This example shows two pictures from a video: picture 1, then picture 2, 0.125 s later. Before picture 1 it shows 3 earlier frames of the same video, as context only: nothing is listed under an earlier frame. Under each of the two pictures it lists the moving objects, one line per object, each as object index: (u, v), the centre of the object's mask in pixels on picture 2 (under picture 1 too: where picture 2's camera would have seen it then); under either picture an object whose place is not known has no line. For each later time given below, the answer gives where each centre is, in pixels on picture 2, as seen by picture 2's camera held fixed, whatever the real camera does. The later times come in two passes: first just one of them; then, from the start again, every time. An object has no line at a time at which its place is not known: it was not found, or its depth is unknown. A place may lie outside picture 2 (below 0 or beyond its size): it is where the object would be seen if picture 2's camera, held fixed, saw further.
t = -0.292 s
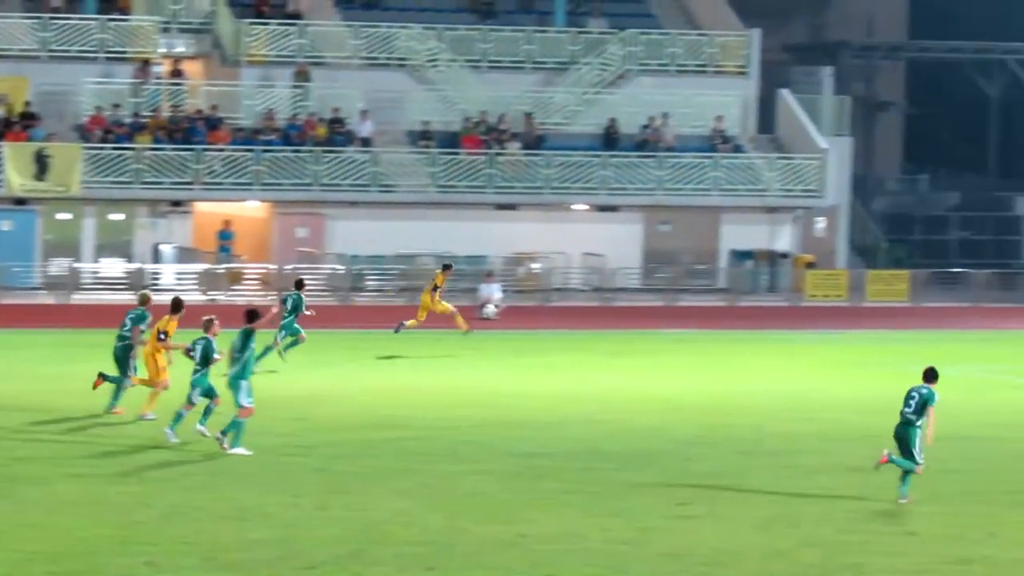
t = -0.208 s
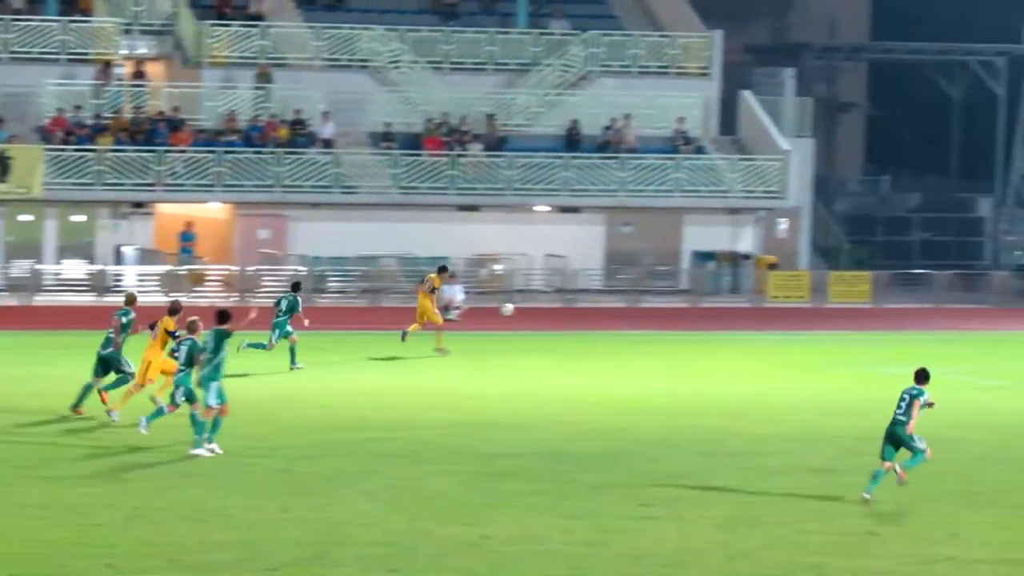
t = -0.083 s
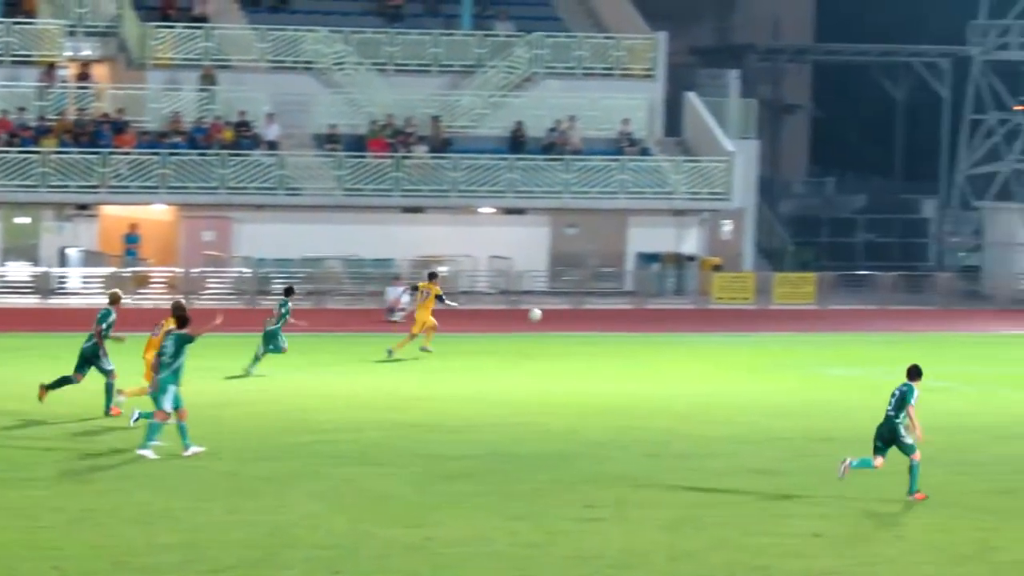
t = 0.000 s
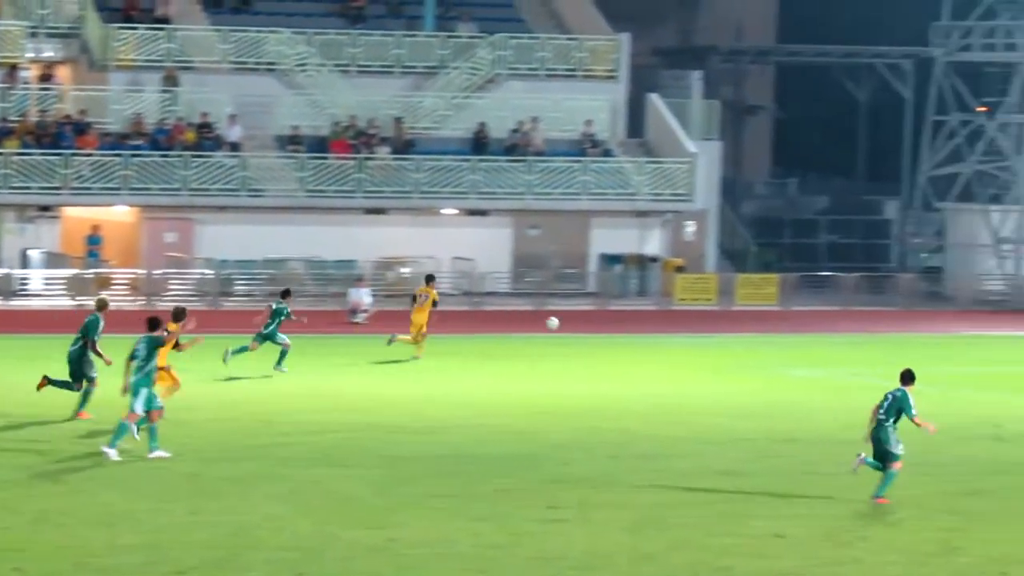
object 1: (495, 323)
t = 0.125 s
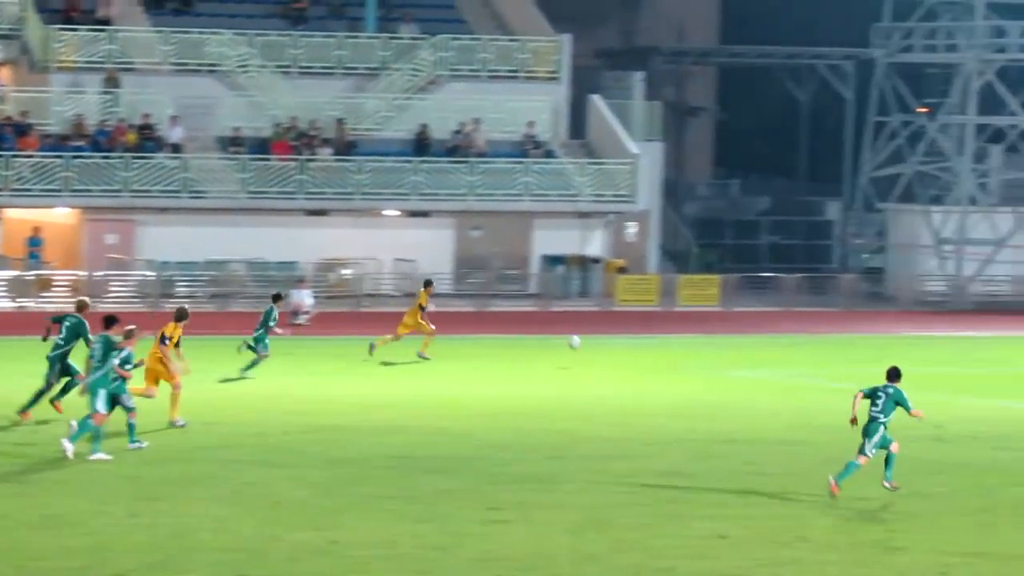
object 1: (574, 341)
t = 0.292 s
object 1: (667, 352)
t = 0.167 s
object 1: (600, 346)
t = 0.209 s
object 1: (625, 356)
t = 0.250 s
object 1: (647, 358)
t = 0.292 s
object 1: (667, 352)
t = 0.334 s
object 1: (686, 347)
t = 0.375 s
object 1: (705, 344)
